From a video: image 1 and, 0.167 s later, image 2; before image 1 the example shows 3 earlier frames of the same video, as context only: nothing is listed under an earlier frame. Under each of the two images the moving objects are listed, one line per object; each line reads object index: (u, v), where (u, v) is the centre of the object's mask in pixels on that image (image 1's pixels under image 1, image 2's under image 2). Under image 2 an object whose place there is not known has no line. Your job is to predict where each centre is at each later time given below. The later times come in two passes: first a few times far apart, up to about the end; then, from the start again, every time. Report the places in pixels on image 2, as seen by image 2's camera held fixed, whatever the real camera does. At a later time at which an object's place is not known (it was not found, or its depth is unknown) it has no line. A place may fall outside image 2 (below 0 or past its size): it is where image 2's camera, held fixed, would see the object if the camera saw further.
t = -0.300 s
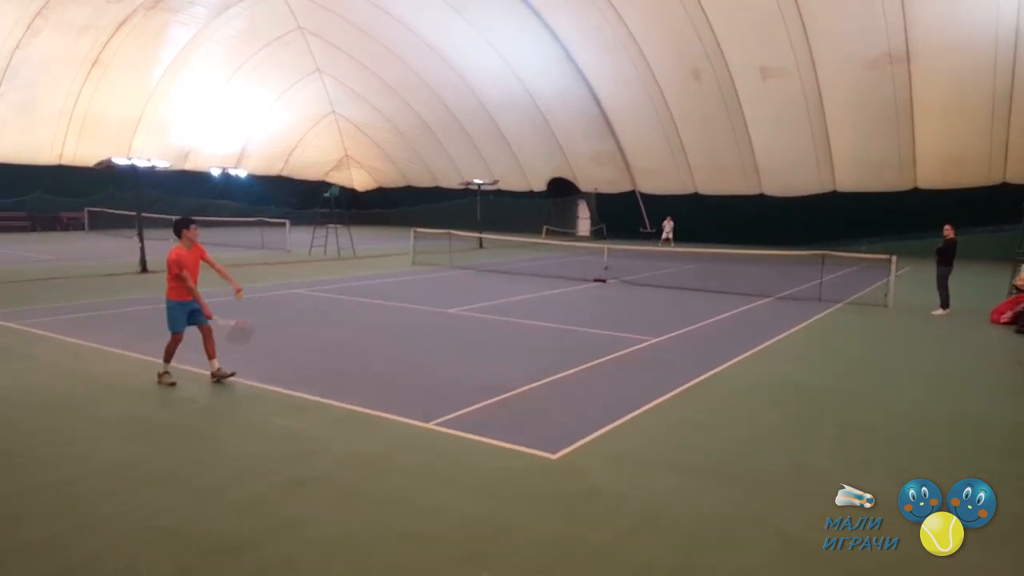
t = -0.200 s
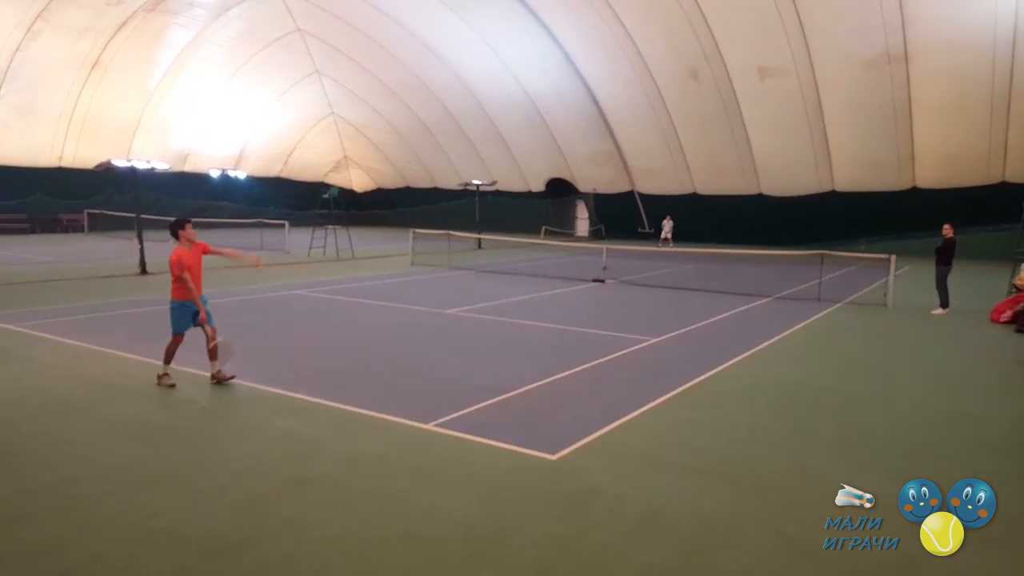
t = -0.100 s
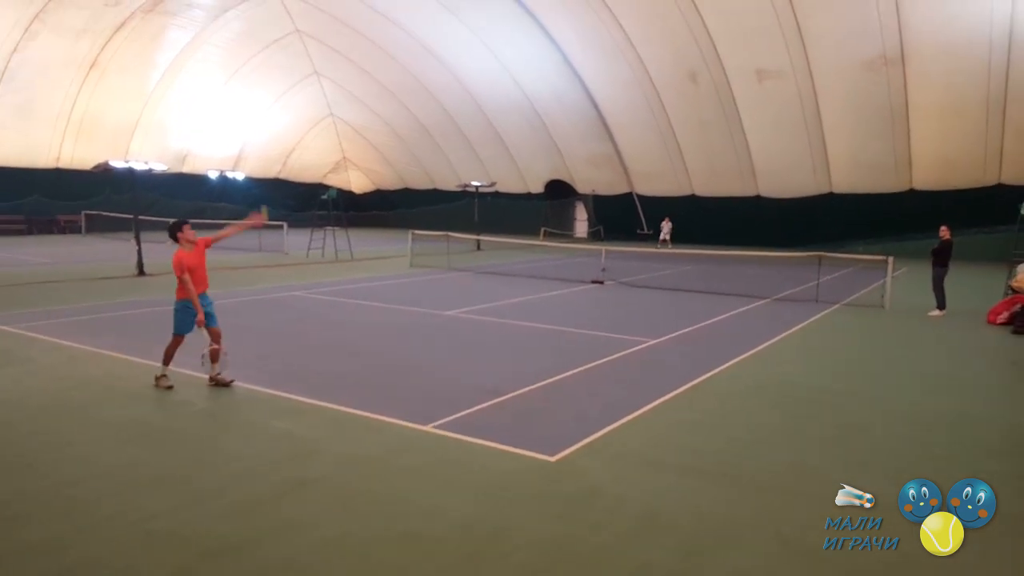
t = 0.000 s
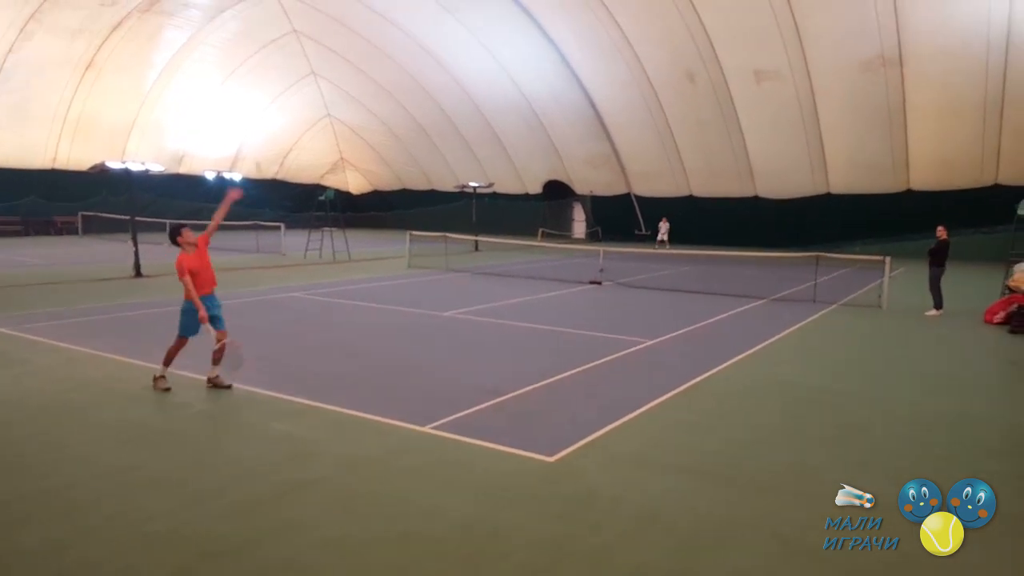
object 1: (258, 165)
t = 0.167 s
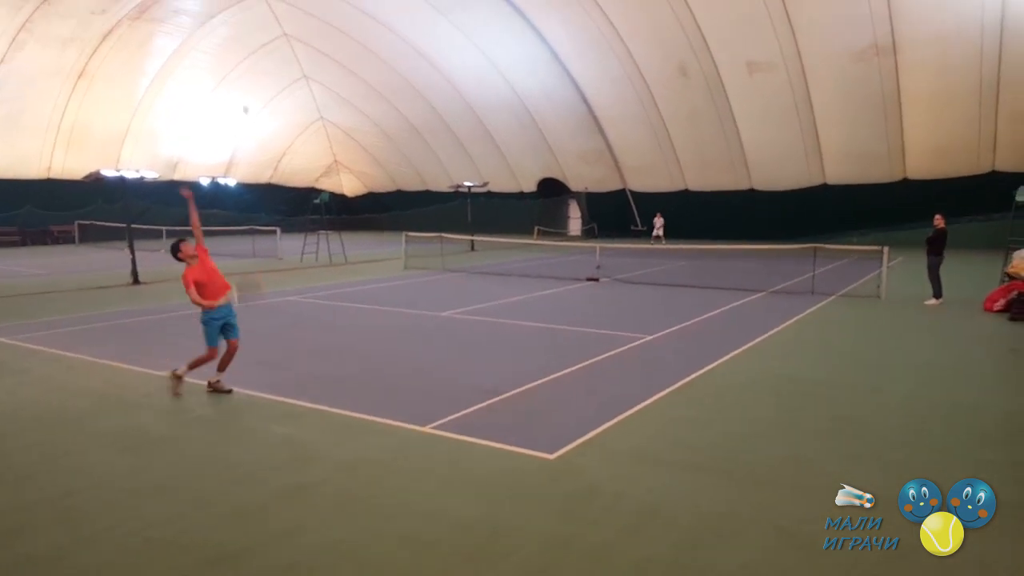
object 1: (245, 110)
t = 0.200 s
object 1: (244, 100)
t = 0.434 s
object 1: (240, 65)
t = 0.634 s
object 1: (231, 71)
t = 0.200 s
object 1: (244, 100)
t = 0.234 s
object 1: (243, 92)
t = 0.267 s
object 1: (243, 85)
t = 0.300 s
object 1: (243, 79)
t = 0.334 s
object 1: (242, 74)
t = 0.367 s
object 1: (242, 70)
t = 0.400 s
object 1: (241, 68)
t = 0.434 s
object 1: (240, 65)
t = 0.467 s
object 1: (240, 64)
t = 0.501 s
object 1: (238, 64)
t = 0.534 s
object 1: (236, 65)
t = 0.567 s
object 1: (235, 66)
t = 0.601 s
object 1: (233, 68)
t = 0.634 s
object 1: (231, 71)
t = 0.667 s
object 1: (230, 76)
